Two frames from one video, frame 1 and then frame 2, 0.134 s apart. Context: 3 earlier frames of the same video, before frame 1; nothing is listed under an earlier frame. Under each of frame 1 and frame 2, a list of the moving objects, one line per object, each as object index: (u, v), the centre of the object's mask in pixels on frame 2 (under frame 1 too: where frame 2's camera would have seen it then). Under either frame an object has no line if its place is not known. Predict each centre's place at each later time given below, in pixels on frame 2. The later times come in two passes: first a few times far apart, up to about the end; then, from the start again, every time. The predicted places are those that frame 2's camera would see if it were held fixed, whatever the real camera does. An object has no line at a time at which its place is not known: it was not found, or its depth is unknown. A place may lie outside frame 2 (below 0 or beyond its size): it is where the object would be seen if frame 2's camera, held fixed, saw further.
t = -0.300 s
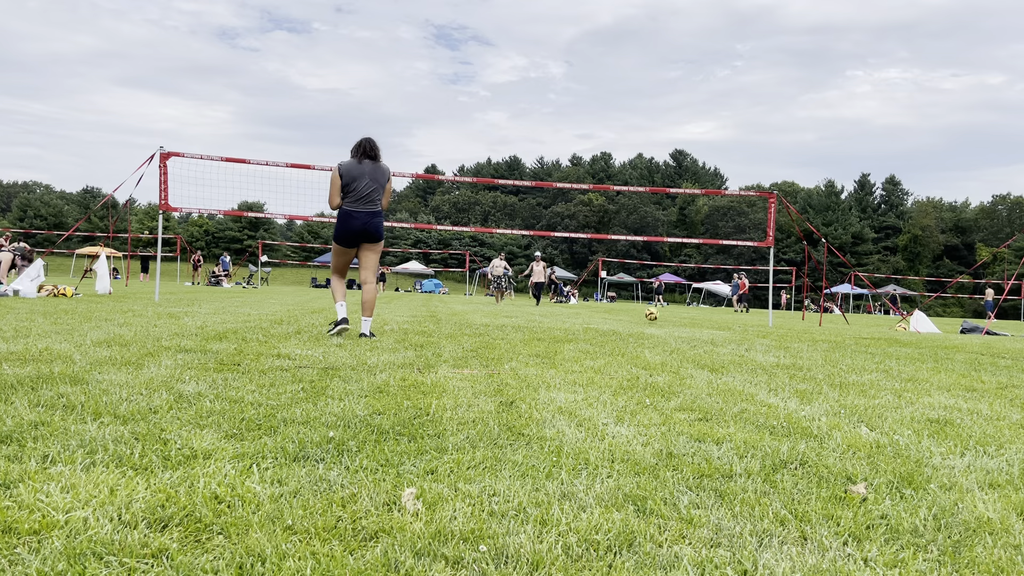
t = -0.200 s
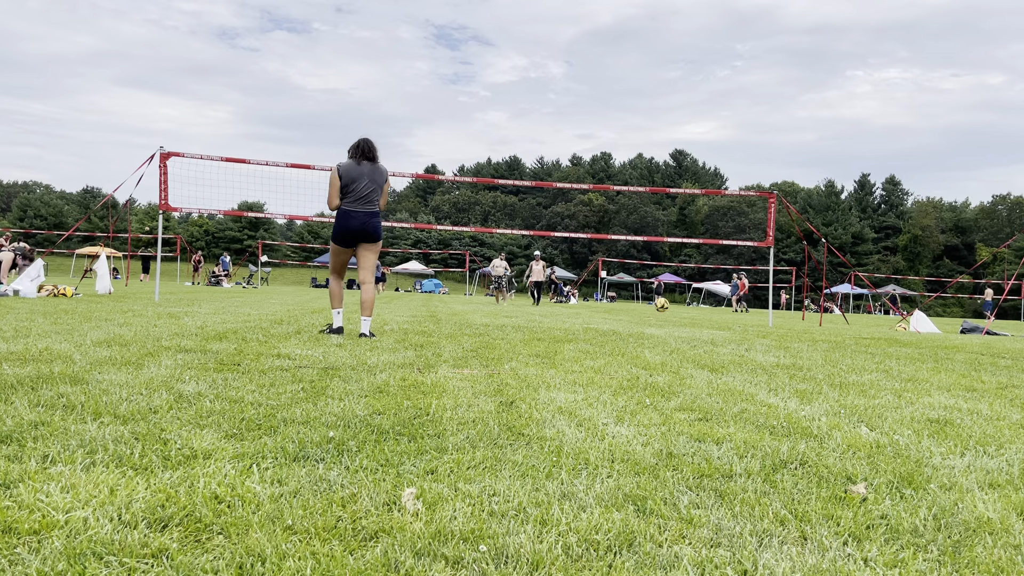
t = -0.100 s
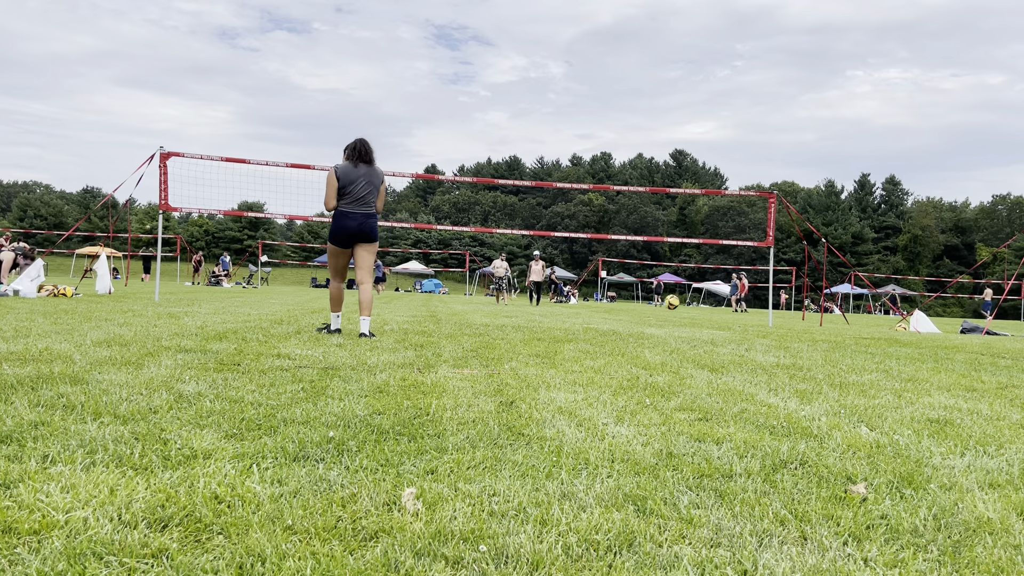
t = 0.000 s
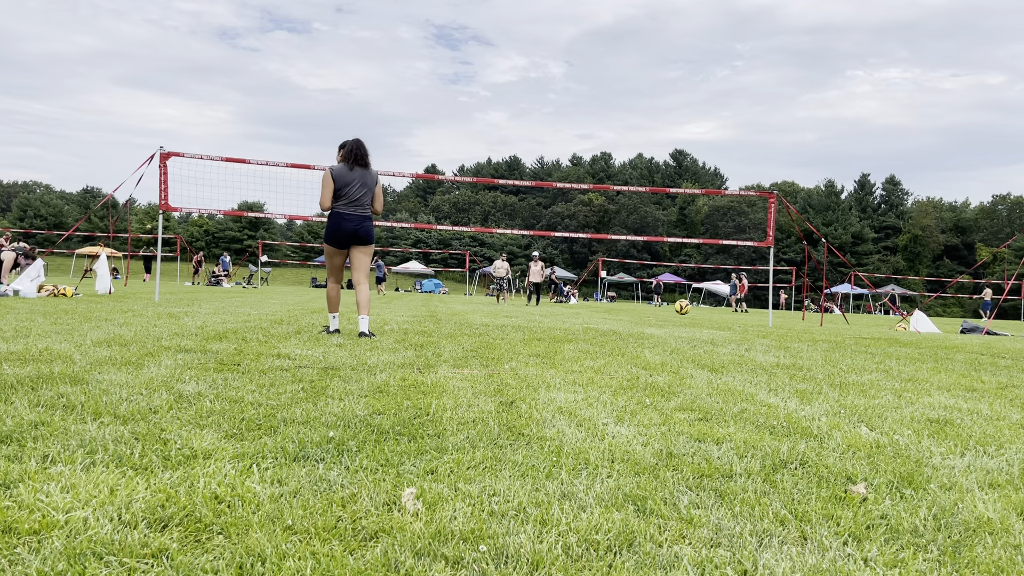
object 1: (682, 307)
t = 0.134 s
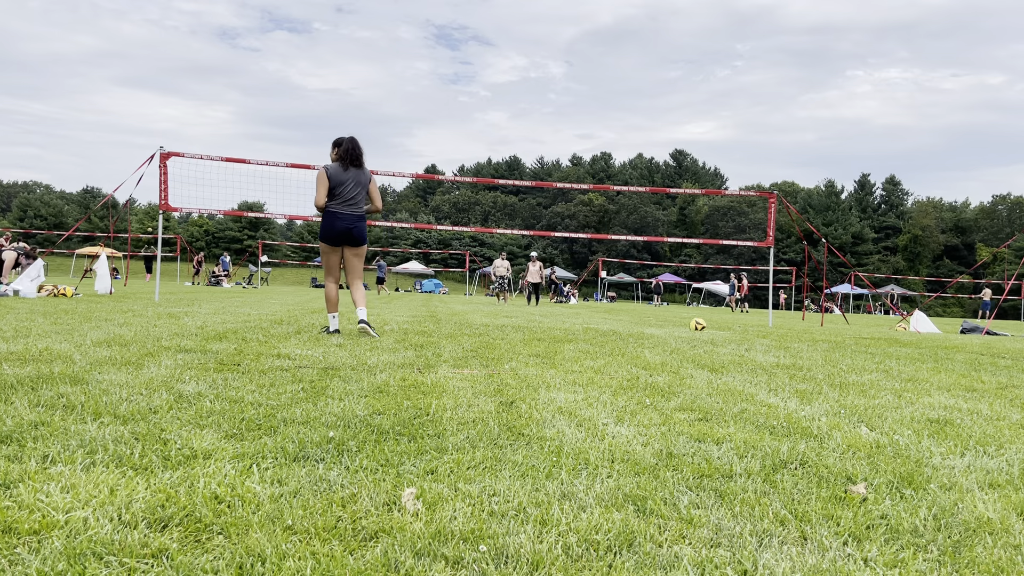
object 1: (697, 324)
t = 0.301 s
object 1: (720, 316)
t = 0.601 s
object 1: (768, 330)
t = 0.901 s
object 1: (828, 338)
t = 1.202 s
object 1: (896, 345)
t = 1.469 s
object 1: (961, 357)
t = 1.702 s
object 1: (1016, 368)
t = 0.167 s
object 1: (702, 324)
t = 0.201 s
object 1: (706, 322)
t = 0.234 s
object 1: (711, 319)
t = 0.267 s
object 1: (716, 317)
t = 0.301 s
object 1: (720, 316)
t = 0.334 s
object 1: (725, 316)
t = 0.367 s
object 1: (730, 318)
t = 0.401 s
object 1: (735, 319)
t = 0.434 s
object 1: (740, 322)
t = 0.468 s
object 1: (745, 326)
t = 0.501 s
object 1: (750, 331)
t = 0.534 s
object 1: (756, 333)
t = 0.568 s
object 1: (762, 332)
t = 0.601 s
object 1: (768, 330)
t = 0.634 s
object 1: (774, 329)
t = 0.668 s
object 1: (780, 329)
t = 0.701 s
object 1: (787, 330)
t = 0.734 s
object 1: (793, 332)
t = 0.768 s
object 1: (800, 335)
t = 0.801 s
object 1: (807, 339)
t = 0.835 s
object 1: (814, 341)
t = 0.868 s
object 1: (821, 339)
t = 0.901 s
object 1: (828, 338)
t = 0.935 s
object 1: (835, 337)
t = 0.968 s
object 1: (843, 337)
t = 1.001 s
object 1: (850, 339)
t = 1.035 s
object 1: (858, 342)
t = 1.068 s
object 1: (866, 345)
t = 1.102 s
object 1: (874, 348)
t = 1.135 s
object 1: (881, 347)
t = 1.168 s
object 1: (888, 346)
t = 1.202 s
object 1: (896, 345)
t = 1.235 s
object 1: (903, 345)
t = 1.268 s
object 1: (911, 347)
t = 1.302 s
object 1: (919, 349)
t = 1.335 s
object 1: (927, 353)
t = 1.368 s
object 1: (935, 357)
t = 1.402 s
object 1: (944, 359)
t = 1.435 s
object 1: (952, 358)
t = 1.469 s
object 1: (961, 357)
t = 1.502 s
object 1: (970, 358)
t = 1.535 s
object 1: (979, 359)
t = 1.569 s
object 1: (988, 362)
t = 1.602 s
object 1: (997, 365)
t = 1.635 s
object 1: (1007, 367)
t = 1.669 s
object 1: (1011, 367)
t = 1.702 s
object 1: (1016, 368)
